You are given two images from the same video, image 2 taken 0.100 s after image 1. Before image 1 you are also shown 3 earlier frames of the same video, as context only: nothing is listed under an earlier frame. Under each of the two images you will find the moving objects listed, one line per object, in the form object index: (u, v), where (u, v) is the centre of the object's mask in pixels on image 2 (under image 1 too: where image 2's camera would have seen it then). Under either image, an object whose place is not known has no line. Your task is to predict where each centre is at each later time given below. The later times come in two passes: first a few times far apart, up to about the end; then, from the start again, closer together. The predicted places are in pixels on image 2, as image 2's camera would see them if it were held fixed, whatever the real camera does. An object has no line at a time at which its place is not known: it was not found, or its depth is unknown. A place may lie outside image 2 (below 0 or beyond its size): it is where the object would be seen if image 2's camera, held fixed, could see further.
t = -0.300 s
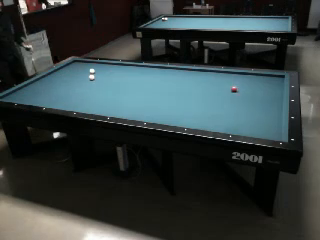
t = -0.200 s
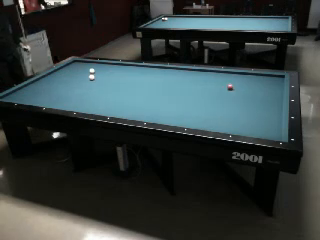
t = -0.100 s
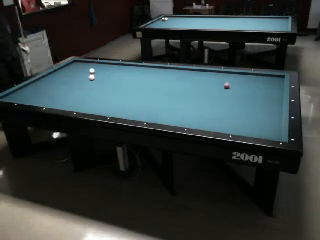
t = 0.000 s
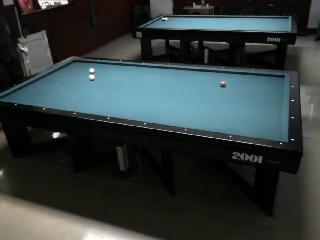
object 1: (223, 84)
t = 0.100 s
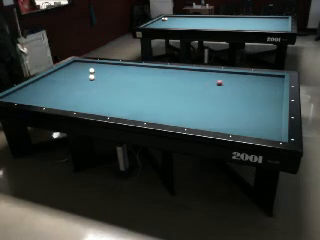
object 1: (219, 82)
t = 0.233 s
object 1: (215, 81)
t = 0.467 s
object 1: (208, 78)
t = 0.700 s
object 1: (201, 75)
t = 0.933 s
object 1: (195, 72)
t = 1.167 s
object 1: (189, 69)
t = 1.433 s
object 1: (181, 70)
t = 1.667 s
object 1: (174, 70)
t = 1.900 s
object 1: (168, 71)
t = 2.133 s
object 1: (161, 71)
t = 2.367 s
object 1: (155, 71)
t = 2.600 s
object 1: (148, 72)
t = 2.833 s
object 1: (143, 72)
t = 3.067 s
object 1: (137, 73)
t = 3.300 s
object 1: (132, 74)
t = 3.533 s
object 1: (126, 74)
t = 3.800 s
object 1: (121, 75)
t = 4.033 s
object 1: (116, 75)
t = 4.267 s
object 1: (111, 75)
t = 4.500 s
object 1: (107, 75)
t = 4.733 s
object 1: (102, 76)
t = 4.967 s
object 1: (99, 76)
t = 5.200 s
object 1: (96, 76)
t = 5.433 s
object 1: (95, 76)
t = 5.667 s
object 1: (95, 76)
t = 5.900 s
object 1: (95, 77)
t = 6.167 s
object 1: (95, 77)
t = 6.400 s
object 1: (95, 77)
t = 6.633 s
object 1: (95, 77)
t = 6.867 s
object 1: (95, 77)
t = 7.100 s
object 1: (95, 76)
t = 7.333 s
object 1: (95, 77)
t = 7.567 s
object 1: (95, 76)
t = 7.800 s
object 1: (95, 76)
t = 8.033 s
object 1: (95, 76)
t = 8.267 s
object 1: (95, 76)
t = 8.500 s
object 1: (95, 77)
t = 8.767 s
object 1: (95, 77)
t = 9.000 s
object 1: (95, 77)
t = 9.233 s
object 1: (95, 76)
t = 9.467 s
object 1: (95, 77)
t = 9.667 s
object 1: (95, 77)
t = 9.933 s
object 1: (95, 77)
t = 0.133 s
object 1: (218, 82)
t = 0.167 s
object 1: (217, 81)
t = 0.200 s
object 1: (216, 81)
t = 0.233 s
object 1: (215, 81)
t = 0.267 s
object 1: (214, 80)
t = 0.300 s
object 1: (213, 80)
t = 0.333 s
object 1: (212, 79)
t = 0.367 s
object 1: (211, 78)
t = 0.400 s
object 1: (210, 78)
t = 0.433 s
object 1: (209, 78)
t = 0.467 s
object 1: (208, 78)
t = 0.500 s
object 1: (207, 77)
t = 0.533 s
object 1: (206, 77)
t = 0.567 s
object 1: (205, 76)
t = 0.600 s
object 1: (204, 75)
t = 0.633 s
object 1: (203, 75)
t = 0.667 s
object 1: (202, 75)
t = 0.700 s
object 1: (201, 75)
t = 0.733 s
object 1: (200, 74)
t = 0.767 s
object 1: (200, 74)
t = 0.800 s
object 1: (199, 73)
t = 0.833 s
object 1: (198, 73)
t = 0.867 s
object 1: (197, 72)
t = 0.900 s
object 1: (196, 72)
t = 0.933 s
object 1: (195, 72)
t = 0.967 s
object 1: (194, 71)
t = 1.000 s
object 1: (193, 71)
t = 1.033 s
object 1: (192, 70)
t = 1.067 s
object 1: (191, 70)
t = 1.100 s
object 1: (191, 70)
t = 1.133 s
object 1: (190, 70)
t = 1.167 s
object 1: (189, 69)
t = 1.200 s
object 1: (188, 69)
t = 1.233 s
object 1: (187, 69)
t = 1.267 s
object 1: (186, 69)
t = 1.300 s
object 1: (185, 69)
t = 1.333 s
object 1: (184, 69)
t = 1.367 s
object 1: (183, 69)
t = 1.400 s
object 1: (182, 69)
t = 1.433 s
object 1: (181, 70)
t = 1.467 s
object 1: (180, 70)
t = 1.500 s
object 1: (179, 70)
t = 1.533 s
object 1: (178, 70)
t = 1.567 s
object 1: (177, 70)
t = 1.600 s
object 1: (176, 70)
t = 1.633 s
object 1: (175, 70)
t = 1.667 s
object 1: (174, 70)
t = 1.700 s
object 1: (173, 70)
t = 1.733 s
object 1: (172, 70)
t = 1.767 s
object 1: (172, 70)
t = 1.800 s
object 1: (171, 70)
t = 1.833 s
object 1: (170, 71)
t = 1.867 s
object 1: (169, 71)
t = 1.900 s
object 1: (168, 71)
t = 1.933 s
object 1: (167, 71)
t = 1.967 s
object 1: (166, 71)
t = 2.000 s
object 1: (164, 71)
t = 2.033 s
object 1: (164, 71)
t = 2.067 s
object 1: (163, 71)
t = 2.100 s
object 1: (162, 71)
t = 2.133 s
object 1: (161, 71)
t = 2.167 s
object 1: (160, 71)
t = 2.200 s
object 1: (159, 71)
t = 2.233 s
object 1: (158, 71)
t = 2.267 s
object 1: (158, 72)
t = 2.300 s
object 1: (157, 72)
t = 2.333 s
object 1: (156, 72)
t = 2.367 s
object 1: (155, 71)
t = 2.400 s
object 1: (154, 72)
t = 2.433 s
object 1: (153, 72)
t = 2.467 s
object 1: (152, 72)
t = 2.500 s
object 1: (151, 72)
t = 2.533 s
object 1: (150, 72)
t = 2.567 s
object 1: (149, 72)
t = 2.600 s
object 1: (148, 72)
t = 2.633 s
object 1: (148, 72)
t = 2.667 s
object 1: (147, 72)
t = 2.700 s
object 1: (146, 72)
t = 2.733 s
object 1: (146, 72)
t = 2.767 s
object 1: (145, 72)
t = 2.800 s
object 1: (144, 73)
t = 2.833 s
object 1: (143, 72)
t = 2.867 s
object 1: (142, 73)
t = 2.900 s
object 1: (141, 73)
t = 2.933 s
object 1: (141, 73)
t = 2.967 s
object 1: (140, 73)
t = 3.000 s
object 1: (139, 73)
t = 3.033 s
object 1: (138, 73)
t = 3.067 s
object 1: (137, 73)
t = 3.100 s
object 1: (136, 73)
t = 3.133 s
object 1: (136, 73)
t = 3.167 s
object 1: (135, 74)
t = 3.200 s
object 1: (134, 74)
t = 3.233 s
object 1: (133, 74)
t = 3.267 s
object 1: (132, 74)
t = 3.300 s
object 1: (132, 74)
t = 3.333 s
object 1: (131, 74)
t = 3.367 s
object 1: (130, 74)
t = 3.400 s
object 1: (130, 74)
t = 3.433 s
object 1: (129, 74)
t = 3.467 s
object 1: (128, 74)
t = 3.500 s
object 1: (127, 74)
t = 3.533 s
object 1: (126, 74)
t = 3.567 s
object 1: (126, 74)
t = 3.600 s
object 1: (125, 74)
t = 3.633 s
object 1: (124, 75)
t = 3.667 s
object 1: (124, 74)
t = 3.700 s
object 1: (123, 74)
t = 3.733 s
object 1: (122, 75)
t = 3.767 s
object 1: (122, 75)
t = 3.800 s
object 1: (121, 75)
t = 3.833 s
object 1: (120, 75)
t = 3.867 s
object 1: (119, 75)
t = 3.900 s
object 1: (119, 75)
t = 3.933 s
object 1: (118, 75)
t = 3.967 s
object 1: (117, 75)
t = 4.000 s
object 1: (116, 75)
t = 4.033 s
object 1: (116, 75)
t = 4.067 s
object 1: (115, 75)
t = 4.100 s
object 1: (115, 75)
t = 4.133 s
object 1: (114, 75)
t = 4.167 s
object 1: (113, 75)
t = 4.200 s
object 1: (113, 75)
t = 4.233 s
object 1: (112, 75)
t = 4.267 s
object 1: (111, 75)
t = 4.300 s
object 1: (111, 75)
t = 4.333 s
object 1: (110, 75)
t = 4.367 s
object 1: (109, 75)
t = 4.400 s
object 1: (109, 75)
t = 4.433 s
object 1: (108, 75)
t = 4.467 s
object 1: (107, 75)
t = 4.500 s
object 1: (107, 75)
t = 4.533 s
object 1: (106, 76)
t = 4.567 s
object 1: (105, 75)
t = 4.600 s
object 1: (105, 76)
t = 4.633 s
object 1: (104, 76)
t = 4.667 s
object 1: (104, 76)
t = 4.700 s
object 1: (103, 76)
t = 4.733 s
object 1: (102, 76)
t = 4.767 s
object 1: (102, 76)
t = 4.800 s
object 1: (101, 76)
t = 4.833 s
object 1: (101, 76)
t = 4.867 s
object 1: (100, 76)
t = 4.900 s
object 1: (100, 77)
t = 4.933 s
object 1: (99, 76)
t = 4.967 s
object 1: (99, 76)
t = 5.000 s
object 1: (98, 76)
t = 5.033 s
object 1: (98, 77)
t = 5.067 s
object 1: (97, 76)
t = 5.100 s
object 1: (97, 77)
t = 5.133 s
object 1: (97, 76)
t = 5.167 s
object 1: (96, 76)
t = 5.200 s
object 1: (96, 76)
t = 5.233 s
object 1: (96, 76)
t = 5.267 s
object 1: (96, 77)
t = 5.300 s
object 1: (96, 77)
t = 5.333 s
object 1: (96, 77)
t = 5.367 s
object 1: (96, 77)
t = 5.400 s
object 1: (96, 77)
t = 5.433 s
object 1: (95, 76)
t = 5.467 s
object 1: (95, 76)
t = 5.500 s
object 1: (95, 77)
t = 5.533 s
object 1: (95, 77)
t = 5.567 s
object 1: (95, 76)
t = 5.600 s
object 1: (95, 76)
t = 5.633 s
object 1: (95, 76)
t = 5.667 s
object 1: (95, 76)
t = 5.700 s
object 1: (95, 76)
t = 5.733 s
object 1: (95, 76)
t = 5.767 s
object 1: (95, 76)
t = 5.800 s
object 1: (95, 76)
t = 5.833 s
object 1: (95, 77)
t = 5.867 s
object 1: (95, 77)
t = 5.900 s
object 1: (95, 77)
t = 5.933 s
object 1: (95, 77)
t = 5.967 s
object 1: (95, 76)
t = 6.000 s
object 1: (95, 77)
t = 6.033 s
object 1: (95, 77)
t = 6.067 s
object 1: (95, 77)
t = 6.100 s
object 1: (95, 77)
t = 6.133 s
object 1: (95, 77)
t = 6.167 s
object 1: (95, 77)
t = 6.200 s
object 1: (95, 77)
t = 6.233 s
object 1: (95, 77)
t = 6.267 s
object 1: (95, 77)
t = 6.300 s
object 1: (95, 77)
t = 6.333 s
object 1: (95, 77)
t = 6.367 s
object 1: (95, 77)
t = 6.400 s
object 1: (95, 77)
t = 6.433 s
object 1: (95, 77)
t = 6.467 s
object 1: (95, 77)
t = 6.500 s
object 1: (95, 77)
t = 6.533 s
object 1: (95, 77)
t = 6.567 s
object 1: (95, 77)
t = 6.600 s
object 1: (95, 77)
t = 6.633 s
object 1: (95, 77)
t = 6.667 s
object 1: (95, 77)
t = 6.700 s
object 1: (95, 77)
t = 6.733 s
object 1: (95, 77)
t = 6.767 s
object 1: (95, 77)
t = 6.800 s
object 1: (95, 76)
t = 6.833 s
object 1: (95, 76)
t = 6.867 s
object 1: (95, 77)
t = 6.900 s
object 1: (95, 77)
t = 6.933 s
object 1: (95, 77)
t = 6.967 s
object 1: (95, 76)
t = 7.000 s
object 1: (95, 77)
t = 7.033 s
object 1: (95, 76)
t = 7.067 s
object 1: (95, 77)
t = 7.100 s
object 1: (95, 76)
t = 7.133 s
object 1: (95, 76)
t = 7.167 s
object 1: (95, 76)
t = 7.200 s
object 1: (95, 76)
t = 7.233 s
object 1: (95, 76)
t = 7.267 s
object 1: (95, 76)
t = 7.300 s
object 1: (95, 76)
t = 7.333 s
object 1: (95, 77)
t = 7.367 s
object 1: (95, 76)
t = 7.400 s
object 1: (95, 76)
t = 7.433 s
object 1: (95, 76)
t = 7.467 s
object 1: (95, 76)
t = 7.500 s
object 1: (95, 76)
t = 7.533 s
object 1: (95, 76)
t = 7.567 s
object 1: (95, 76)
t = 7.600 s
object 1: (95, 76)
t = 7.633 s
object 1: (95, 76)
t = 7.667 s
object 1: (95, 76)
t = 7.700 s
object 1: (95, 76)
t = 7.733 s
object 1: (95, 76)
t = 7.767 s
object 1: (95, 76)
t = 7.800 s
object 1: (95, 76)
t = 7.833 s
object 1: (95, 76)
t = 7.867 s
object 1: (95, 76)
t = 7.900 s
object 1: (95, 76)
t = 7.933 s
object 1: (95, 76)
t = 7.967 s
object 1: (95, 76)
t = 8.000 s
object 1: (95, 76)
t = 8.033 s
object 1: (95, 76)
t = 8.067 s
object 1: (95, 76)
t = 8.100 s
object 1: (95, 76)
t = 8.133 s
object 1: (95, 77)
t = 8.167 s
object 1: (95, 76)
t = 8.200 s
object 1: (95, 76)
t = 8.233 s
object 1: (95, 77)
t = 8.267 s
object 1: (95, 76)
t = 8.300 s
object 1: (95, 76)
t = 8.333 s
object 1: (95, 76)
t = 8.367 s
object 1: (95, 76)
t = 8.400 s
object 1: (95, 76)
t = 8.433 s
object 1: (95, 77)
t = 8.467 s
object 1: (95, 76)
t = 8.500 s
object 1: (95, 77)
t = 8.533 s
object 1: (95, 77)
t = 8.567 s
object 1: (95, 77)
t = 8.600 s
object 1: (95, 77)
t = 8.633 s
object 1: (95, 77)
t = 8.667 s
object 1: (95, 77)
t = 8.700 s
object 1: (95, 77)
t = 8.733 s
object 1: (95, 76)
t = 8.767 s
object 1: (95, 77)
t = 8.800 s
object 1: (95, 76)
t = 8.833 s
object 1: (95, 76)
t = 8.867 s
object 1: (95, 76)
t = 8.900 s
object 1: (95, 76)
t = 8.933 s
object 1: (95, 77)
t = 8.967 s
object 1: (95, 77)
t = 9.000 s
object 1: (95, 77)
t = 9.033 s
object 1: (95, 77)
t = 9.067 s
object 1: (95, 76)
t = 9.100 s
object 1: (95, 77)
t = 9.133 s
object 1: (95, 76)
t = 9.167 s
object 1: (95, 77)
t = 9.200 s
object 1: (95, 76)
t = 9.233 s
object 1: (95, 76)
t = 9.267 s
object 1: (95, 76)
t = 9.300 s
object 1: (95, 76)
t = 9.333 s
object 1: (95, 77)
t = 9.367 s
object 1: (95, 77)
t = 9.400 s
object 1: (95, 77)
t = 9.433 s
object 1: (95, 77)
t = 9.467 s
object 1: (95, 77)
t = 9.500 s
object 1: (95, 77)
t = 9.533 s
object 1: (95, 76)
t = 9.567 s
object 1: (95, 77)
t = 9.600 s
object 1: (95, 77)
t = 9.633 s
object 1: (95, 76)
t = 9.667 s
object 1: (95, 77)
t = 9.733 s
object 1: (95, 77)
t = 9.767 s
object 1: (95, 77)
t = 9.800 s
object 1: (95, 77)
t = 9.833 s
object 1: (95, 77)
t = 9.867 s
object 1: (95, 77)
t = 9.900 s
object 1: (95, 77)
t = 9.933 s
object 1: (95, 77)
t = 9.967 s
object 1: (95, 77)
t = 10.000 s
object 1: (95, 77)
